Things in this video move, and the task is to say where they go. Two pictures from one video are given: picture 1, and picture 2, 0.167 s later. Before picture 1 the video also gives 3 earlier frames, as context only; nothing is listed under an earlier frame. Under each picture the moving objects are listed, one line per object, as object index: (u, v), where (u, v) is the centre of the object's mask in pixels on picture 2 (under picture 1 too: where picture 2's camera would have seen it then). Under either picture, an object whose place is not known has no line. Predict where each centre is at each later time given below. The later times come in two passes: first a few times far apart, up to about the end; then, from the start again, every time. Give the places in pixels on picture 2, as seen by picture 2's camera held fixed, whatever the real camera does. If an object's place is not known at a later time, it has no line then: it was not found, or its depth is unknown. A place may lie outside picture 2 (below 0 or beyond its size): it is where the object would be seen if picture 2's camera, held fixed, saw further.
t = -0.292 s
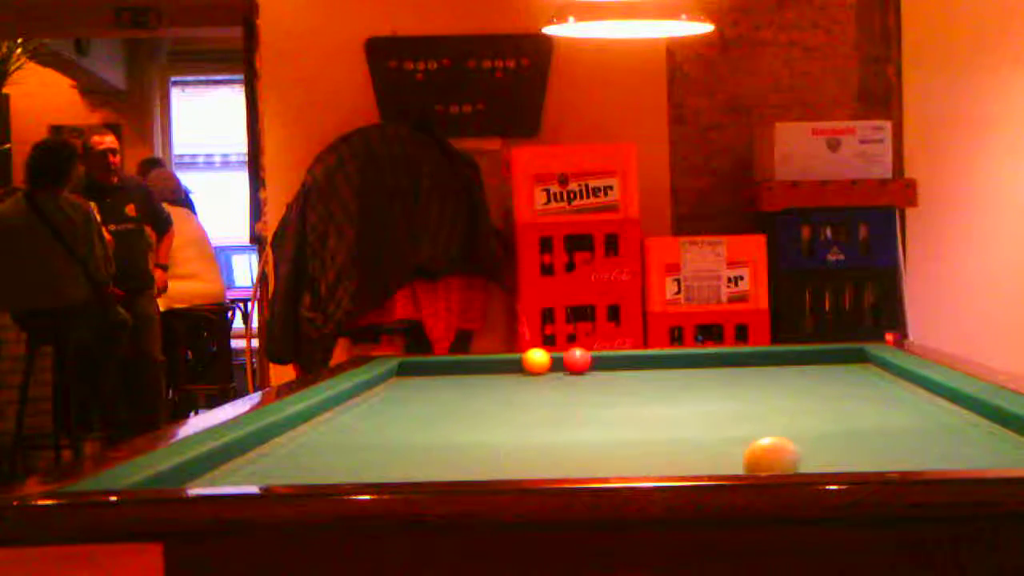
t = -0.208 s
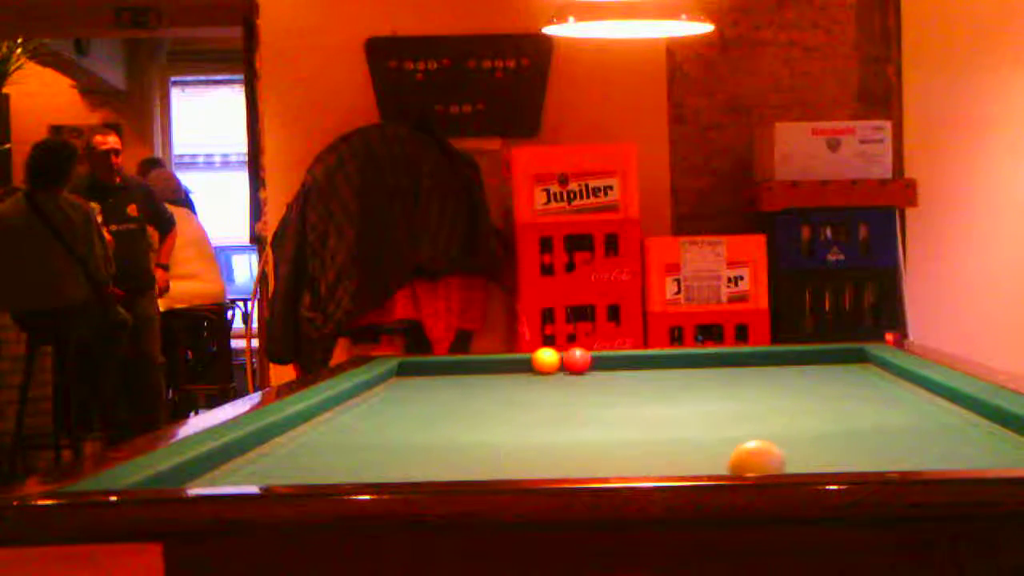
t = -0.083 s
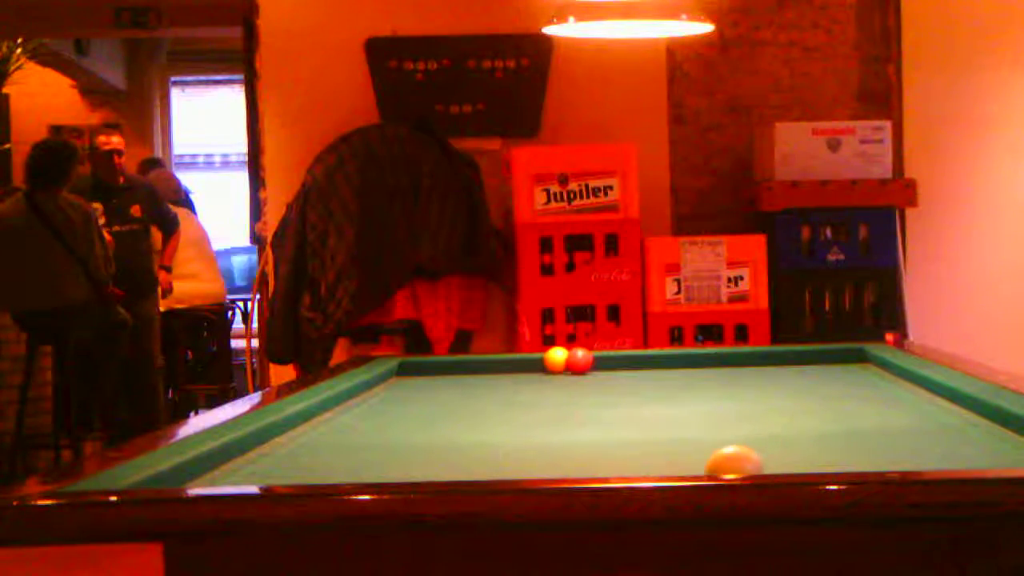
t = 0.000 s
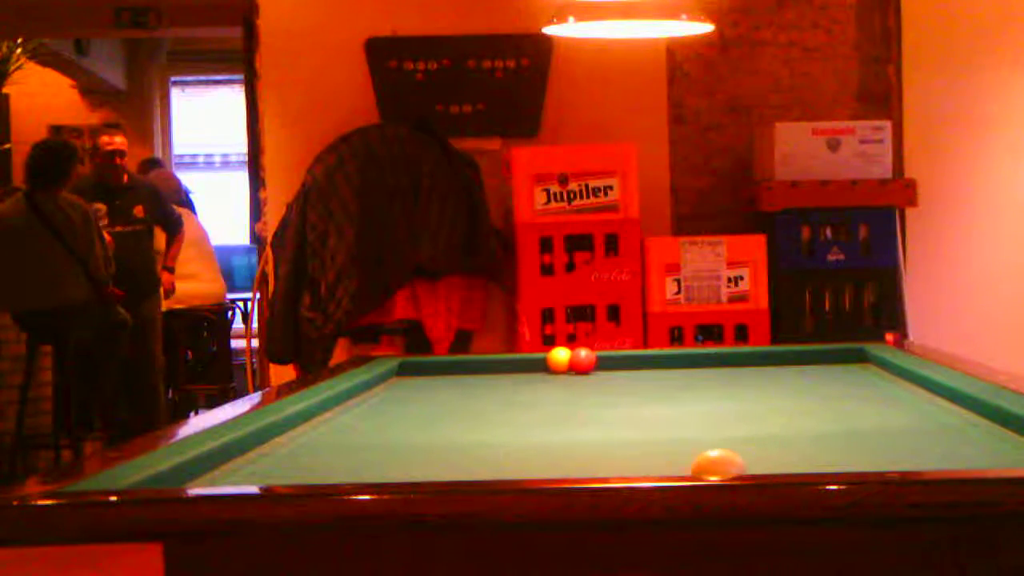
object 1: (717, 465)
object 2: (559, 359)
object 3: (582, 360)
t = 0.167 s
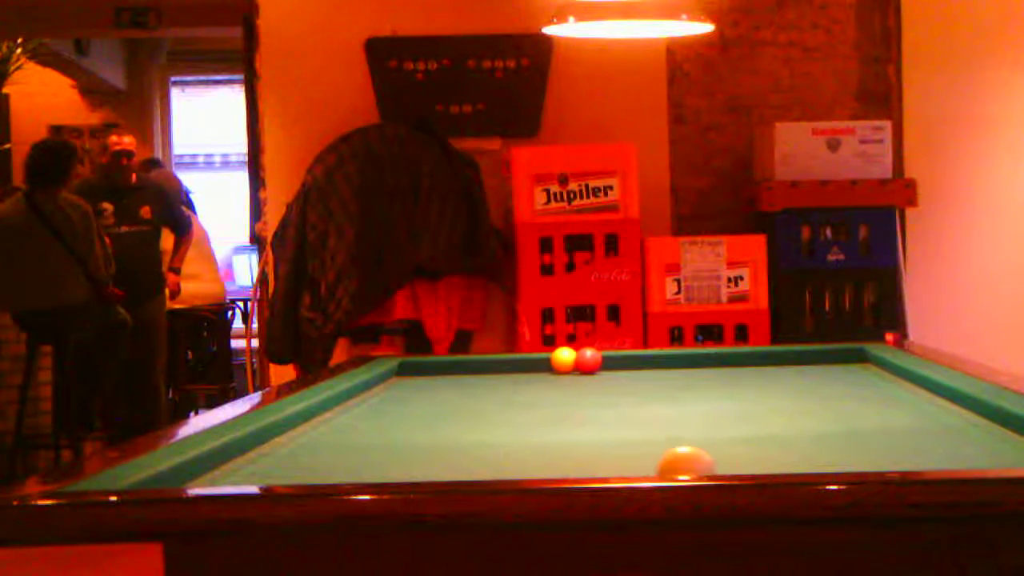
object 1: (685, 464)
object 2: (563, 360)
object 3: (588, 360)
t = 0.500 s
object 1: (626, 460)
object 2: (570, 360)
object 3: (598, 360)
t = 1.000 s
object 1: (551, 455)
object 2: (577, 361)
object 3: (608, 360)
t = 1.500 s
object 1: (488, 450)
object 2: (580, 361)
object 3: (612, 360)
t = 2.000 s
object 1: (435, 443)
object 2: (580, 361)
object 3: (612, 360)
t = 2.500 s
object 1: (390, 438)
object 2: (580, 361)
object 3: (612, 360)
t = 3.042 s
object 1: (348, 433)
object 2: (580, 361)
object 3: (612, 360)
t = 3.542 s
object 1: (315, 429)
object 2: (580, 361)
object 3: (612, 360)
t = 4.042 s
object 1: (289, 426)
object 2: (580, 361)
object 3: (612, 360)
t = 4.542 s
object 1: (308, 423)
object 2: (580, 361)
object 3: (612, 359)
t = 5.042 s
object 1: (323, 421)
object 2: (580, 361)
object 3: (612, 360)
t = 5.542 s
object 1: (330, 420)
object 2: (580, 361)
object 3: (612, 360)
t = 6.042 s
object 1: (333, 419)
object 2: (580, 361)
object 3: (612, 359)
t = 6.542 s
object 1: (332, 419)
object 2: (580, 361)
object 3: (612, 360)
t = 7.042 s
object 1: (332, 419)
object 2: (580, 361)
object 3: (612, 360)
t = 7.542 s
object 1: (332, 419)
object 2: (580, 361)
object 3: (612, 360)
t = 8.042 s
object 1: (332, 420)
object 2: (580, 361)
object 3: (612, 360)
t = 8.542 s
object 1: (332, 420)
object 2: (580, 361)
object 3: (612, 360)
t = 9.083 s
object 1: (332, 420)
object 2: (580, 361)
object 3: (612, 360)
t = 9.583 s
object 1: (332, 420)
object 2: (580, 361)
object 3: (612, 360)
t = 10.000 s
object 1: (332, 420)
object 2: (580, 361)
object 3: (612, 360)
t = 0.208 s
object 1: (677, 464)
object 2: (564, 360)
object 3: (589, 360)
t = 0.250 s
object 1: (670, 463)
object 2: (565, 360)
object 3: (591, 360)
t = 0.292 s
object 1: (663, 463)
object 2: (566, 360)
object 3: (593, 360)
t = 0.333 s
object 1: (655, 461)
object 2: (567, 360)
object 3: (594, 360)
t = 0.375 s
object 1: (648, 461)
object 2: (568, 360)
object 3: (595, 360)
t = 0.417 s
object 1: (640, 461)
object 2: (569, 360)
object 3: (596, 360)
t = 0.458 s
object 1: (633, 460)
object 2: (570, 360)
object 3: (597, 360)
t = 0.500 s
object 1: (626, 460)
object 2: (570, 360)
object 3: (598, 360)
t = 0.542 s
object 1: (620, 459)
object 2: (571, 360)
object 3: (599, 360)
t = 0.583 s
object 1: (613, 459)
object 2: (572, 360)
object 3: (600, 359)
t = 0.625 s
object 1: (606, 459)
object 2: (573, 360)
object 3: (601, 360)
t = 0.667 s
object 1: (599, 458)
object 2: (573, 360)
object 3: (602, 360)
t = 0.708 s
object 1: (593, 458)
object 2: (574, 360)
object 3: (602, 360)
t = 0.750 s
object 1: (587, 457)
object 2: (574, 360)
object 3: (603, 360)
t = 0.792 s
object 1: (581, 457)
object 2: (575, 360)
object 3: (604, 360)
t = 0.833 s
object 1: (575, 457)
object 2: (575, 360)
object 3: (605, 359)
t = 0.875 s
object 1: (568, 457)
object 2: (576, 360)
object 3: (606, 359)
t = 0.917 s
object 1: (563, 456)
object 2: (576, 360)
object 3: (607, 360)
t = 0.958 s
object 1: (557, 456)
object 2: (576, 360)
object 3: (607, 360)
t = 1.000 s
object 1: (551, 455)
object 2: (577, 361)
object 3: (608, 360)
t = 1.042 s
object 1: (546, 455)
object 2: (578, 361)
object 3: (609, 360)
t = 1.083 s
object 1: (540, 455)
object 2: (578, 361)
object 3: (609, 360)
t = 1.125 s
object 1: (535, 454)
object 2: (578, 361)
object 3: (609, 360)
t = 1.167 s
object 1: (529, 454)
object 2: (579, 361)
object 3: (610, 360)
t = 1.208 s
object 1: (524, 454)
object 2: (579, 361)
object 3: (610, 360)
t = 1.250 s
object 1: (519, 453)
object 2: (579, 361)
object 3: (611, 360)
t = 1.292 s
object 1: (514, 453)
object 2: (579, 361)
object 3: (611, 360)
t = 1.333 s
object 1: (508, 452)
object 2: (580, 361)
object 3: (611, 360)
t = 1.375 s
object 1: (503, 452)
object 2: (580, 361)
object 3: (611, 360)
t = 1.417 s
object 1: (498, 451)
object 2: (580, 361)
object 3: (612, 360)
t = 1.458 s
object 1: (493, 450)
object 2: (580, 361)
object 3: (612, 360)
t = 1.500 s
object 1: (488, 450)
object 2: (580, 361)
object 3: (612, 360)
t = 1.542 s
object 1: (483, 449)
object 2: (580, 361)
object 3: (612, 360)
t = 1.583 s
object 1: (478, 448)
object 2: (580, 361)
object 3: (612, 360)
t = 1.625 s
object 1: (473, 448)
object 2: (580, 361)
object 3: (612, 360)
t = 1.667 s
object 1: (469, 448)
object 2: (580, 361)
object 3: (612, 360)
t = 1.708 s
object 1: (464, 447)
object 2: (580, 361)
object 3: (612, 360)
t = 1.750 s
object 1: (460, 446)
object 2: (580, 361)
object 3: (612, 360)
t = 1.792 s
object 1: (455, 446)
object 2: (580, 361)
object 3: (612, 360)
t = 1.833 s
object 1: (451, 445)
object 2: (581, 361)
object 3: (612, 360)
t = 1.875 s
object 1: (447, 445)
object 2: (580, 361)
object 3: (612, 360)
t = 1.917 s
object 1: (443, 444)
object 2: (580, 361)
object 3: (612, 360)
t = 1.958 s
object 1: (439, 444)
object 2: (580, 361)
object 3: (612, 360)
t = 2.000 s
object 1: (435, 443)
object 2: (580, 361)
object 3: (612, 360)
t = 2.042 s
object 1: (431, 443)
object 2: (580, 361)
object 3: (612, 360)
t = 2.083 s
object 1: (427, 442)
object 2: (580, 361)
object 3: (612, 360)
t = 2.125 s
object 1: (423, 442)
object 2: (580, 361)
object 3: (612, 360)
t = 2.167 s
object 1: (419, 441)
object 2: (580, 361)
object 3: (612, 360)
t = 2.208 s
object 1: (415, 440)
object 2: (580, 361)
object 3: (612, 360)
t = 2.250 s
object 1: (411, 440)
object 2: (580, 361)
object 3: (612, 360)
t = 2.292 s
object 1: (407, 440)
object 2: (580, 361)
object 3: (612, 360)
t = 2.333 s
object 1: (404, 439)
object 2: (580, 361)
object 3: (612, 360)
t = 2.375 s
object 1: (400, 439)
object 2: (580, 361)
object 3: (612, 360)
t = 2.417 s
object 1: (397, 438)
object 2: (580, 361)
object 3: (612, 360)
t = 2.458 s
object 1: (393, 438)
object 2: (580, 361)
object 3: (612, 360)
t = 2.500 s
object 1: (390, 438)
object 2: (580, 361)
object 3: (612, 360)
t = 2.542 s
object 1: (386, 437)
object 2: (580, 361)
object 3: (612, 360)
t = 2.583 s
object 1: (382, 437)
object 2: (580, 361)
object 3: (612, 360)
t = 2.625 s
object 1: (379, 436)
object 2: (580, 361)
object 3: (612, 360)
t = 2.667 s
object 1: (375, 436)
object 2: (580, 361)
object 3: (612, 360)
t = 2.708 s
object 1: (372, 435)
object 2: (580, 361)
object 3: (612, 360)
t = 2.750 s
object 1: (369, 435)
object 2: (580, 361)
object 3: (612, 360)
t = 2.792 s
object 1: (366, 435)
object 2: (580, 361)
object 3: (612, 360)
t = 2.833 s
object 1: (363, 435)
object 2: (580, 361)
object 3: (612, 360)
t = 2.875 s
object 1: (359, 434)
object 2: (580, 361)
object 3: (612, 360)
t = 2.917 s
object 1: (356, 434)
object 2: (580, 361)
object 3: (612, 360)
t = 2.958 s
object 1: (353, 433)
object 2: (580, 361)
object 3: (612, 360)
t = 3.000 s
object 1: (350, 433)
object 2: (580, 361)
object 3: (612, 360)
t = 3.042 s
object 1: (348, 433)
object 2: (580, 361)
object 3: (612, 360)
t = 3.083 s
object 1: (344, 432)
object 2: (580, 361)
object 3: (612, 360)
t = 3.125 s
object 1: (341, 432)
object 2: (580, 361)
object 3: (612, 360)
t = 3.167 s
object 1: (338, 432)
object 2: (580, 361)
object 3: (612, 360)
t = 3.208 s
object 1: (335, 431)
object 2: (580, 361)
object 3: (612, 360)
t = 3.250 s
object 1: (333, 431)
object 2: (580, 361)
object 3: (612, 360)
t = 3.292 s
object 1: (330, 431)
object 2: (580, 361)
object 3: (612, 360)
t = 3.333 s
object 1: (327, 430)
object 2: (580, 361)
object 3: (612, 360)
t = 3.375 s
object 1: (325, 430)
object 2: (580, 361)
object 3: (612, 360)
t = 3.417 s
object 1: (322, 430)
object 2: (580, 361)
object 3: (612, 360)
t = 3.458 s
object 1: (320, 430)
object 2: (580, 361)
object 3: (612, 360)
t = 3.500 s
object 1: (317, 429)
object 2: (580, 361)
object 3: (612, 360)
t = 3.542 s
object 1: (315, 429)
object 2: (580, 361)
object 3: (612, 360)
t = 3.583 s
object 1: (312, 429)
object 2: (580, 361)
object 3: (612, 360)
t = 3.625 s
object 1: (310, 428)
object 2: (580, 361)
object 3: (612, 360)
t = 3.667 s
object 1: (307, 428)
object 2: (580, 361)
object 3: (612, 360)
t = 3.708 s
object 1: (304, 428)
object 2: (580, 361)
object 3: (612, 360)
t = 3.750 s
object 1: (302, 428)
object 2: (580, 361)
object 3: (612, 360)
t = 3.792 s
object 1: (300, 428)
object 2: (580, 361)
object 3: (612, 360)
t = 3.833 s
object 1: (298, 427)
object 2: (580, 361)
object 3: (612, 360)
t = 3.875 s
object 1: (296, 427)
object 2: (580, 361)
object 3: (612, 360)
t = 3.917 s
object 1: (293, 427)
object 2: (580, 361)
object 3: (612, 360)
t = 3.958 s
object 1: (291, 426)
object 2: (580, 361)
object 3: (612, 360)
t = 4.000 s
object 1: (289, 426)
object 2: (580, 361)
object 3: (612, 360)
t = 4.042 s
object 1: (289, 426)
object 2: (580, 361)
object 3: (612, 360)
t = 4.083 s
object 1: (290, 426)
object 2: (580, 361)
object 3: (612, 360)
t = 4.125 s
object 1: (292, 425)
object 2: (580, 361)
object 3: (612, 360)
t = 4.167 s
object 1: (294, 425)
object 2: (580, 361)
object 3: (612, 360)
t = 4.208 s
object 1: (296, 425)
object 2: (580, 361)
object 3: (612, 360)
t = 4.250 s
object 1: (298, 425)
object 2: (580, 361)
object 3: (612, 360)
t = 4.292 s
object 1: (299, 424)
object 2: (580, 361)
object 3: (612, 360)
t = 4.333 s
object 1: (301, 424)
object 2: (580, 361)
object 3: (612, 359)
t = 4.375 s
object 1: (302, 424)
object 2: (580, 361)
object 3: (612, 359)
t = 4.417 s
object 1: (304, 424)
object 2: (580, 361)
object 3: (612, 360)
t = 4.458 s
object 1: (305, 424)
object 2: (580, 361)
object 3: (612, 360)
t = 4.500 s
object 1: (307, 423)
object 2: (580, 361)
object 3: (612, 359)
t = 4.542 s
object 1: (308, 423)
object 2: (580, 361)
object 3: (612, 359)
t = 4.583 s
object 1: (310, 423)
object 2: (580, 361)
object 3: (612, 360)
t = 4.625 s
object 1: (312, 423)
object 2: (580, 361)
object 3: (612, 360)
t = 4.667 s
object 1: (313, 422)
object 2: (580, 361)
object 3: (612, 360)
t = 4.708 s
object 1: (314, 422)
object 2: (580, 361)
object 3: (612, 360)
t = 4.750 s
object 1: (315, 422)
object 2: (580, 361)
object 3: (612, 360)
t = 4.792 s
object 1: (316, 422)
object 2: (580, 361)
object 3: (612, 360)
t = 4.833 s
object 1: (318, 422)
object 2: (580, 361)
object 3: (612, 360)
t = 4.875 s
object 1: (318, 422)
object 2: (580, 361)
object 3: (612, 360)
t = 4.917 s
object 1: (320, 421)
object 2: (580, 361)
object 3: (612, 359)
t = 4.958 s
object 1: (321, 421)
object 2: (580, 361)
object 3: (612, 360)
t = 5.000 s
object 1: (322, 421)
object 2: (580, 361)
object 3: (612, 360)
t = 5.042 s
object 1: (323, 421)
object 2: (580, 361)
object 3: (612, 360)
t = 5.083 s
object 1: (323, 421)
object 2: (580, 361)
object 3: (612, 360)
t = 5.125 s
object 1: (324, 420)
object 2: (580, 361)
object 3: (612, 360)
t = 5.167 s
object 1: (325, 421)
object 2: (580, 361)
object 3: (612, 360)
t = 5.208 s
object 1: (326, 420)
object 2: (580, 361)
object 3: (612, 360)
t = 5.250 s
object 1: (327, 420)
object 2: (580, 361)
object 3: (612, 359)
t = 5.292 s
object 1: (327, 420)
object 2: (580, 361)
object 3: (612, 359)
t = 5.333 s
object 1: (328, 420)
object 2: (580, 361)
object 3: (612, 359)
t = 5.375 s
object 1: (329, 420)
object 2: (580, 361)
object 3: (612, 359)
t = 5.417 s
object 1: (329, 420)
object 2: (580, 361)
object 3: (612, 359)
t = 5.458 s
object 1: (330, 420)
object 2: (580, 361)
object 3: (612, 359)
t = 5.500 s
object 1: (330, 420)
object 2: (580, 361)
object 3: (612, 359)
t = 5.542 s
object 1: (330, 420)
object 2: (580, 361)
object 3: (612, 360)
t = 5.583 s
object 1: (331, 420)
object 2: (580, 361)
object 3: (612, 359)
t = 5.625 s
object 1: (331, 420)
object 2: (580, 361)
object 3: (612, 360)
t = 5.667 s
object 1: (331, 419)
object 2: (580, 361)
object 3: (612, 359)
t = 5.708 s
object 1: (331, 419)
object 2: (580, 361)
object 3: (612, 360)
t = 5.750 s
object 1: (332, 419)
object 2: (580, 361)
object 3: (612, 360)
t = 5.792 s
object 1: (332, 419)
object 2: (580, 361)
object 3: (612, 360)
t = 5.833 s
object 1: (332, 420)
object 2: (580, 361)
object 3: (612, 360)
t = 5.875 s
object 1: (332, 419)
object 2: (580, 361)
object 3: (612, 359)
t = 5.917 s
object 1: (333, 419)
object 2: (580, 361)
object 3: (612, 360)
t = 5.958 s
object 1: (333, 419)
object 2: (580, 361)
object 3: (612, 359)
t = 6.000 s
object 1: (333, 419)
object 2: (580, 361)
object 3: (612, 359)
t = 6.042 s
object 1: (333, 419)
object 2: (580, 361)
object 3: (612, 359)
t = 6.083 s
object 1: (333, 419)
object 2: (580, 361)
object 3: (612, 359)
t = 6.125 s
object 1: (333, 419)
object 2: (580, 361)
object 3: (612, 359)
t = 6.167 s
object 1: (333, 419)
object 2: (580, 361)
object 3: (612, 359)
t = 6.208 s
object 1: (333, 419)
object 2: (580, 361)
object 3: (612, 359)
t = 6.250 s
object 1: (333, 419)
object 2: (580, 361)
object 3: (612, 359)
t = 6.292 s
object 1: (333, 419)
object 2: (580, 361)
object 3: (612, 360)
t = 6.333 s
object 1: (332, 419)
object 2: (580, 361)
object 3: (612, 360)
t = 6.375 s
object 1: (332, 419)
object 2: (580, 361)
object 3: (612, 360)
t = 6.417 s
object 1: (333, 419)
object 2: (580, 361)
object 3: (612, 360)
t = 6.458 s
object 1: (333, 419)
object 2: (580, 361)
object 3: (612, 360)
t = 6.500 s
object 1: (333, 419)
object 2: (580, 361)
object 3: (612, 360)
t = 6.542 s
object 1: (332, 419)
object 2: (580, 361)
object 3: (612, 360)
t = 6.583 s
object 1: (333, 419)
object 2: (580, 361)
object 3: (612, 360)
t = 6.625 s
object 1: (332, 419)
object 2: (580, 361)
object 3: (612, 360)
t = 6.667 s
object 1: (332, 419)
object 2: (580, 361)
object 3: (612, 360)
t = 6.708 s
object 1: (332, 419)
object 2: (580, 361)
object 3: (612, 360)
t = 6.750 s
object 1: (333, 419)
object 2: (580, 361)
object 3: (612, 360)
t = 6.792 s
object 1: (333, 419)
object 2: (580, 361)
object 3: (612, 360)
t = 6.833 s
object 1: (333, 419)
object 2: (580, 361)
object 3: (612, 360)
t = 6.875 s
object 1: (332, 419)
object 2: (580, 361)
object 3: (612, 360)
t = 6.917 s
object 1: (333, 419)
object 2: (580, 361)
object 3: (612, 360)
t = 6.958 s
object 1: (333, 419)
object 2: (580, 361)
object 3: (612, 360)
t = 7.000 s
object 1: (332, 419)
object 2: (580, 361)
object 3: (612, 360)
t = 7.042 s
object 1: (332, 419)
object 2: (580, 361)
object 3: (612, 360)
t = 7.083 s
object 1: (332, 419)
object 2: (580, 361)
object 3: (612, 360)
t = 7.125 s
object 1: (332, 419)
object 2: (580, 361)
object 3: (612, 360)
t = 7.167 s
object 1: (332, 419)
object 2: (580, 361)
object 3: (612, 360)
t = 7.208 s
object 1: (332, 419)
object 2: (580, 361)
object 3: (612, 360)
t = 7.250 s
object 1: (332, 420)
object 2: (580, 361)
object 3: (612, 360)
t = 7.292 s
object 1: (332, 420)
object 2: (580, 361)
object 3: (612, 360)
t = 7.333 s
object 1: (332, 419)
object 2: (580, 361)
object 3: (612, 360)
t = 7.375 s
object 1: (332, 419)
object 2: (580, 361)
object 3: (612, 360)
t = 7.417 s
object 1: (332, 419)
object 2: (580, 361)
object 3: (612, 360)
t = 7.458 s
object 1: (332, 419)
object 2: (580, 361)
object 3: (612, 360)
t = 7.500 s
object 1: (332, 419)
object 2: (580, 361)
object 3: (612, 360)
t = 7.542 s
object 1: (332, 419)
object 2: (580, 361)
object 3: (612, 360)
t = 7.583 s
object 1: (332, 419)
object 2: (580, 361)
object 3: (612, 360)
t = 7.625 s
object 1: (332, 419)
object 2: (580, 361)
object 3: (612, 360)
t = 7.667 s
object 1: (332, 420)
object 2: (580, 361)
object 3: (612, 360)
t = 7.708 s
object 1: (332, 420)
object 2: (580, 361)
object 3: (612, 360)
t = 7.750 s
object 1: (332, 420)
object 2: (580, 361)
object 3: (612, 360)
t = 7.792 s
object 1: (332, 420)
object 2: (580, 361)
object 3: (612, 360)
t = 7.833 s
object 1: (332, 420)
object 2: (580, 361)
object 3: (612, 360)
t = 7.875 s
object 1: (332, 420)
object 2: (580, 361)
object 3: (612, 360)
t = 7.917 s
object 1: (332, 420)
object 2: (580, 361)
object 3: (612, 360)
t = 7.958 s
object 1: (332, 420)
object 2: (580, 361)
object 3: (612, 360)
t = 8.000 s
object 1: (332, 420)
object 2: (580, 361)
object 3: (612, 360)
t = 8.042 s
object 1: (332, 420)
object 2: (580, 361)
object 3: (612, 360)
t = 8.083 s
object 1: (332, 420)
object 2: (580, 361)
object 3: (612, 360)
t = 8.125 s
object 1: (332, 420)
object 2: (580, 361)
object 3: (612, 360)
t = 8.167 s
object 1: (332, 420)
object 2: (580, 361)
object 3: (612, 360)
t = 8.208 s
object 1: (332, 420)
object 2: (580, 361)
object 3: (612, 360)
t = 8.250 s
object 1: (332, 420)
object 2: (580, 361)
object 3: (612, 360)
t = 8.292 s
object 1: (332, 420)
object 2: (580, 361)
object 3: (612, 360)
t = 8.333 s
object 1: (332, 420)
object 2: (580, 361)
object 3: (612, 360)
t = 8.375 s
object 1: (332, 420)
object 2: (580, 361)
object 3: (612, 360)
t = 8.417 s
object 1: (332, 419)
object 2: (580, 361)
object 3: (612, 360)
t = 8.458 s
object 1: (332, 420)
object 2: (580, 361)
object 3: (612, 360)
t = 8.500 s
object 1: (332, 419)
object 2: (580, 361)
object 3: (612, 360)
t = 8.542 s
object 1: (332, 420)
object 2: (580, 361)
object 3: (612, 360)
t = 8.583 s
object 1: (332, 420)
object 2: (580, 361)
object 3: (612, 360)
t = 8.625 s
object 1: (332, 419)
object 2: (580, 361)
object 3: (612, 360)
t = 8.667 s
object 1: (332, 419)
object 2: (580, 361)
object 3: (612, 360)
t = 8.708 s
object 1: (332, 420)
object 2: (580, 361)
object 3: (612, 360)
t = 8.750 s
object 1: (332, 419)
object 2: (580, 361)
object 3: (612, 360)
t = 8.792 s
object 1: (332, 420)
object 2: (580, 361)
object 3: (612, 360)
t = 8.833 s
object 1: (332, 419)
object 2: (580, 361)
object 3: (612, 360)
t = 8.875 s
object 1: (332, 419)
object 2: (580, 361)
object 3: (612, 360)
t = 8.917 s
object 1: (332, 419)
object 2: (580, 361)
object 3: (612, 360)
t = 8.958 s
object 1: (332, 420)
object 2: (580, 361)
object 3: (612, 360)
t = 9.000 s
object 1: (332, 420)
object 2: (580, 361)
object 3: (612, 360)
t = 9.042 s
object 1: (332, 420)
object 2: (580, 361)
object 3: (612, 360)
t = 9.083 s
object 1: (332, 420)
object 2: (580, 361)
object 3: (612, 360)
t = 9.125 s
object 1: (332, 420)
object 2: (580, 361)
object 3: (612, 360)
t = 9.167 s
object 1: (332, 420)
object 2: (580, 361)
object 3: (612, 360)
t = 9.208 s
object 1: (332, 420)
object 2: (580, 361)
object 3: (612, 360)
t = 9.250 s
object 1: (332, 420)
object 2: (580, 361)
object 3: (612, 360)
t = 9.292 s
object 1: (332, 420)
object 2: (580, 361)
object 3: (612, 360)
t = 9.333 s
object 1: (332, 420)
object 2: (580, 361)
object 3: (612, 360)
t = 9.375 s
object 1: (332, 420)
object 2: (580, 361)
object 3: (612, 360)
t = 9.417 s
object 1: (332, 420)
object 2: (580, 361)
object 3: (612, 360)
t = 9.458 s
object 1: (332, 420)
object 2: (580, 361)
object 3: (612, 360)
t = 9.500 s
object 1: (332, 420)
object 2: (580, 361)
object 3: (612, 360)
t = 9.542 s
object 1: (332, 420)
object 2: (580, 361)
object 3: (612, 360)
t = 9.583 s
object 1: (332, 420)
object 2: (580, 361)
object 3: (612, 360)
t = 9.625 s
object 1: (332, 420)
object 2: (580, 361)
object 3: (612, 360)
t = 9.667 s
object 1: (332, 420)
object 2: (580, 361)
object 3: (612, 360)
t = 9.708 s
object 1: (332, 420)
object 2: (580, 361)
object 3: (612, 360)
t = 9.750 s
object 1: (332, 420)
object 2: (580, 361)
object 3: (612, 360)
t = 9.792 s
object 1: (332, 420)
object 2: (580, 361)
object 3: (612, 360)
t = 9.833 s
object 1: (332, 420)
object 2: (580, 361)
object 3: (612, 360)
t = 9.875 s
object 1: (332, 420)
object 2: (580, 361)
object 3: (612, 360)
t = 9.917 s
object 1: (332, 419)
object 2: (580, 361)
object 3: (612, 360)
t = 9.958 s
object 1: (332, 420)
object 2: (580, 361)
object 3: (612, 360)
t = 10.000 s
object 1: (332, 420)
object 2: (580, 361)
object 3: (612, 360)
